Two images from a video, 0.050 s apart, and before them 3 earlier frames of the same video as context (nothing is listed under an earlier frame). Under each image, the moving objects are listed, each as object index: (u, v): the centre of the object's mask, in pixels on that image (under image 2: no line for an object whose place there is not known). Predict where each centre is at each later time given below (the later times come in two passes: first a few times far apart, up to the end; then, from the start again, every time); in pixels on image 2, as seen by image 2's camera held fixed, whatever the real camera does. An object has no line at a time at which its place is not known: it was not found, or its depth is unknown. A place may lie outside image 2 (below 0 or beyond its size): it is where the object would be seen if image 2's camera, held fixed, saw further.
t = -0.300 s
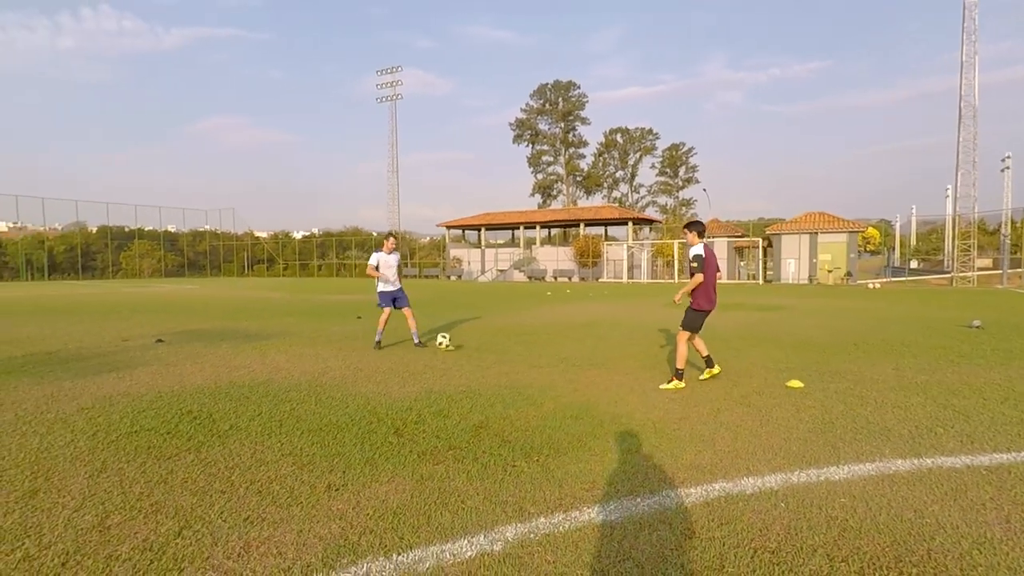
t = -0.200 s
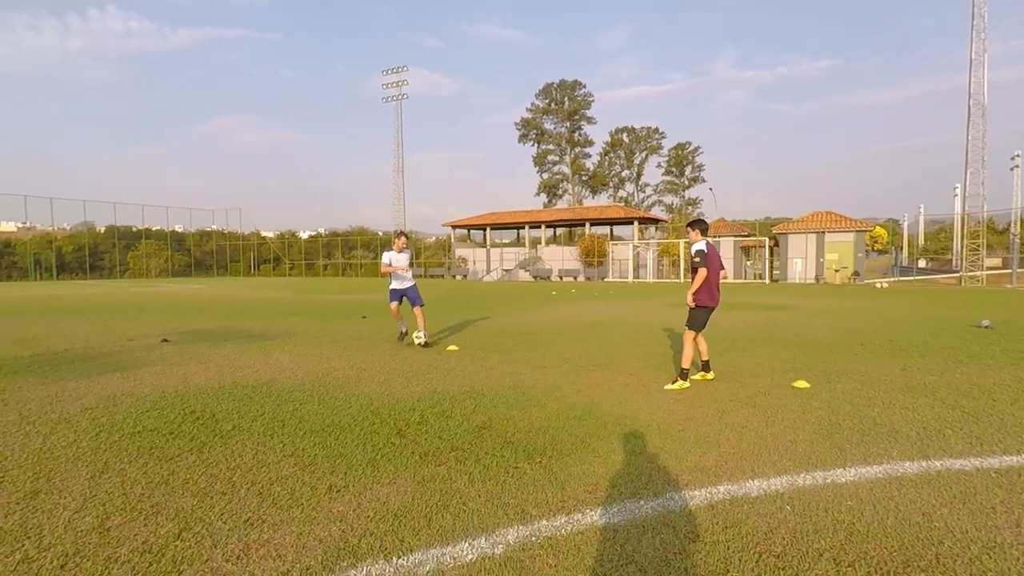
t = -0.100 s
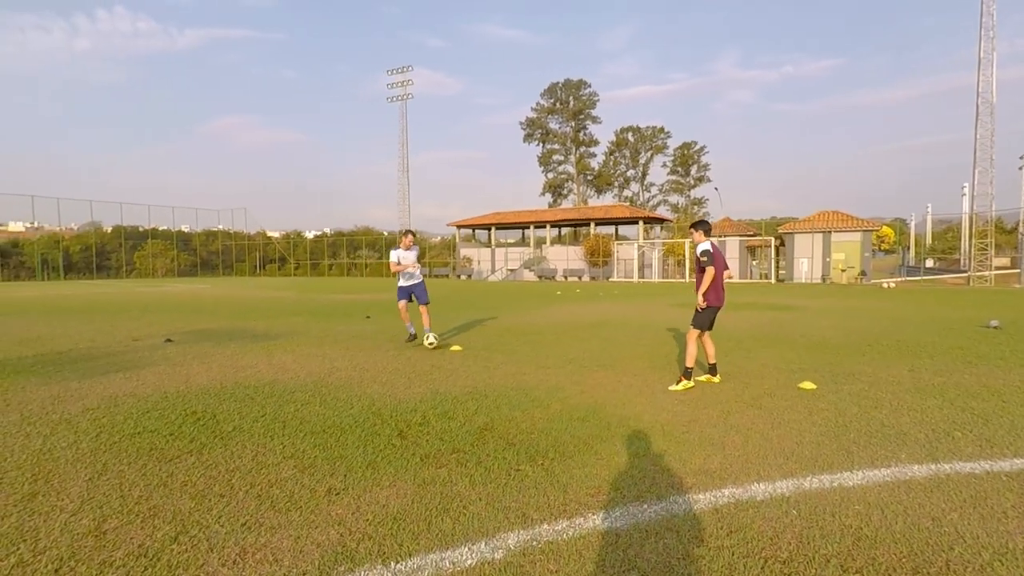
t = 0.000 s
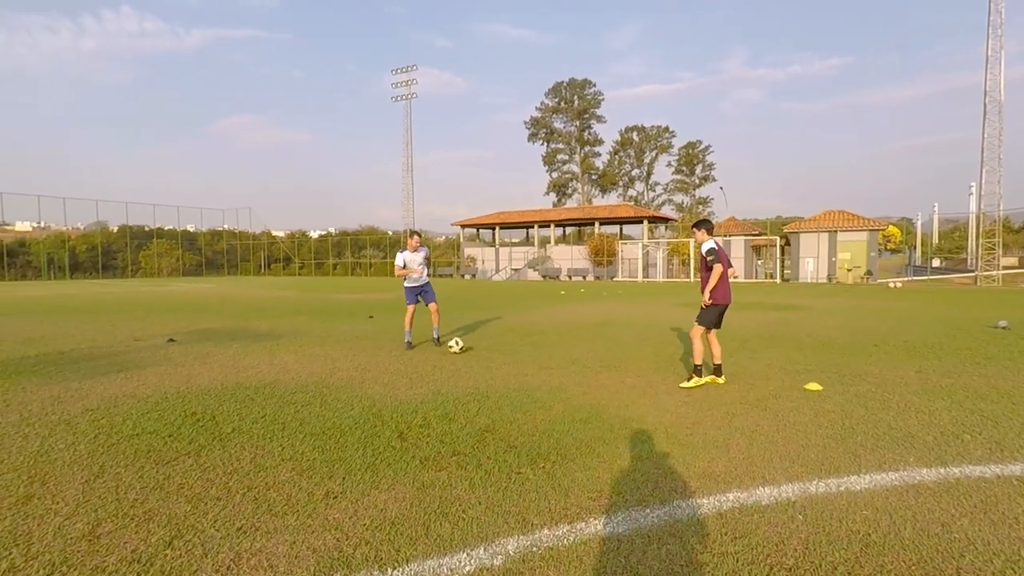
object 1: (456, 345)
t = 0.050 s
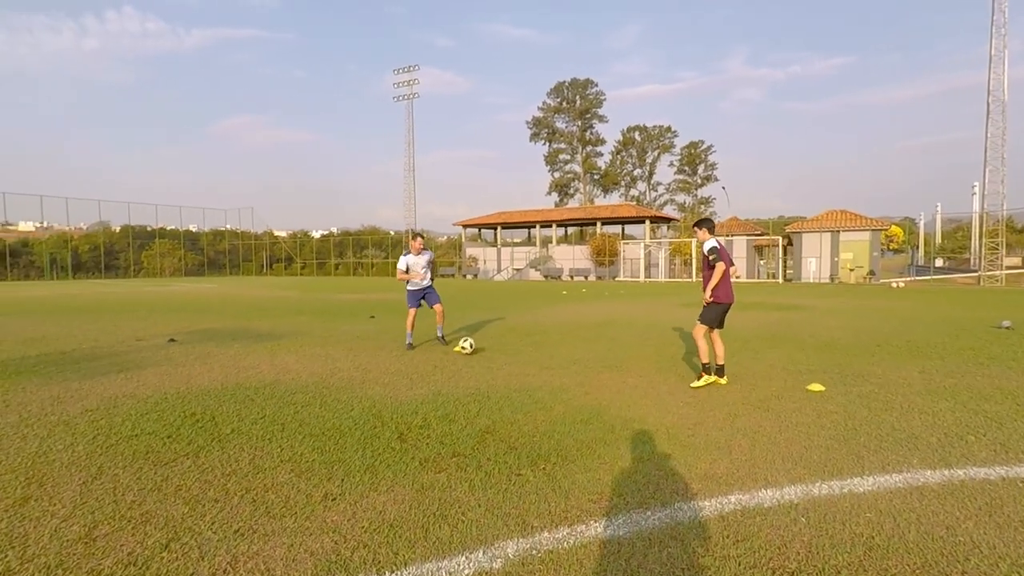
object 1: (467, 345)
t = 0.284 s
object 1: (509, 353)
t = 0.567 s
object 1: (551, 359)
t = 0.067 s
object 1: (470, 346)
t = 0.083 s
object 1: (473, 346)
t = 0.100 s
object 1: (477, 347)
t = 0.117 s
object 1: (480, 348)
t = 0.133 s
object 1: (483, 349)
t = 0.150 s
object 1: (487, 351)
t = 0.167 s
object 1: (490, 351)
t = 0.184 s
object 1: (492, 350)
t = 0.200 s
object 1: (495, 350)
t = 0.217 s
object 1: (498, 350)
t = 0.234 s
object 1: (501, 351)
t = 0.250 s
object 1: (503, 351)
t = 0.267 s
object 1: (506, 352)
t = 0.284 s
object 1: (509, 353)
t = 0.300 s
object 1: (511, 354)
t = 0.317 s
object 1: (514, 353)
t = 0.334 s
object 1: (516, 353)
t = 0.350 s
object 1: (519, 353)
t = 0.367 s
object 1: (522, 353)
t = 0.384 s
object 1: (523, 353)
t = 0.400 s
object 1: (526, 354)
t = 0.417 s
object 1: (528, 355)
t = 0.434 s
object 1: (531, 355)
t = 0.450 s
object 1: (534, 356)
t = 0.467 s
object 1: (536, 357)
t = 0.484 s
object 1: (538, 357)
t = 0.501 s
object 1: (541, 357)
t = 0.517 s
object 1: (544, 358)
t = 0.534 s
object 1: (546, 358)
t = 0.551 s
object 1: (549, 358)
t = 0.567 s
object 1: (551, 359)
